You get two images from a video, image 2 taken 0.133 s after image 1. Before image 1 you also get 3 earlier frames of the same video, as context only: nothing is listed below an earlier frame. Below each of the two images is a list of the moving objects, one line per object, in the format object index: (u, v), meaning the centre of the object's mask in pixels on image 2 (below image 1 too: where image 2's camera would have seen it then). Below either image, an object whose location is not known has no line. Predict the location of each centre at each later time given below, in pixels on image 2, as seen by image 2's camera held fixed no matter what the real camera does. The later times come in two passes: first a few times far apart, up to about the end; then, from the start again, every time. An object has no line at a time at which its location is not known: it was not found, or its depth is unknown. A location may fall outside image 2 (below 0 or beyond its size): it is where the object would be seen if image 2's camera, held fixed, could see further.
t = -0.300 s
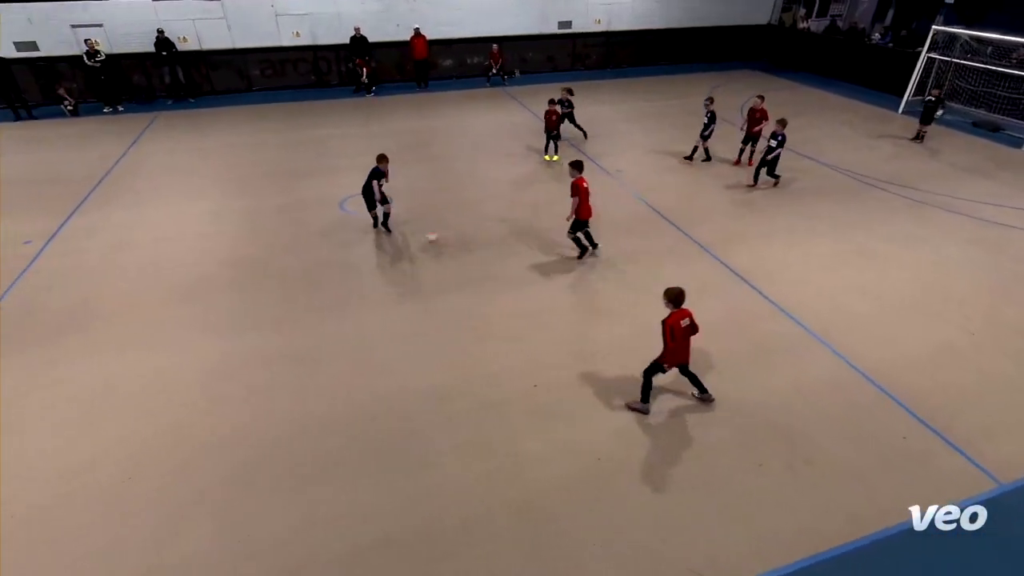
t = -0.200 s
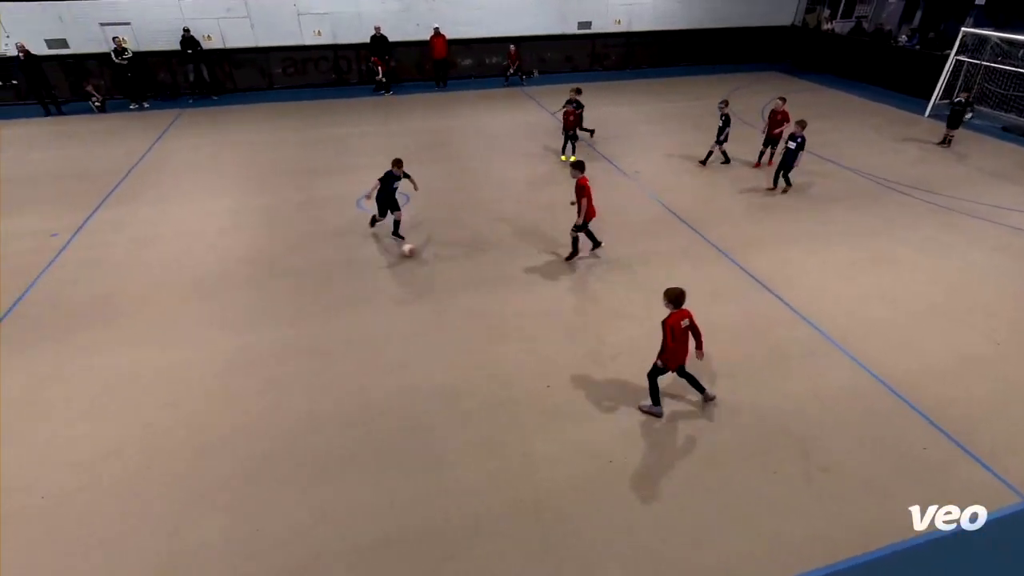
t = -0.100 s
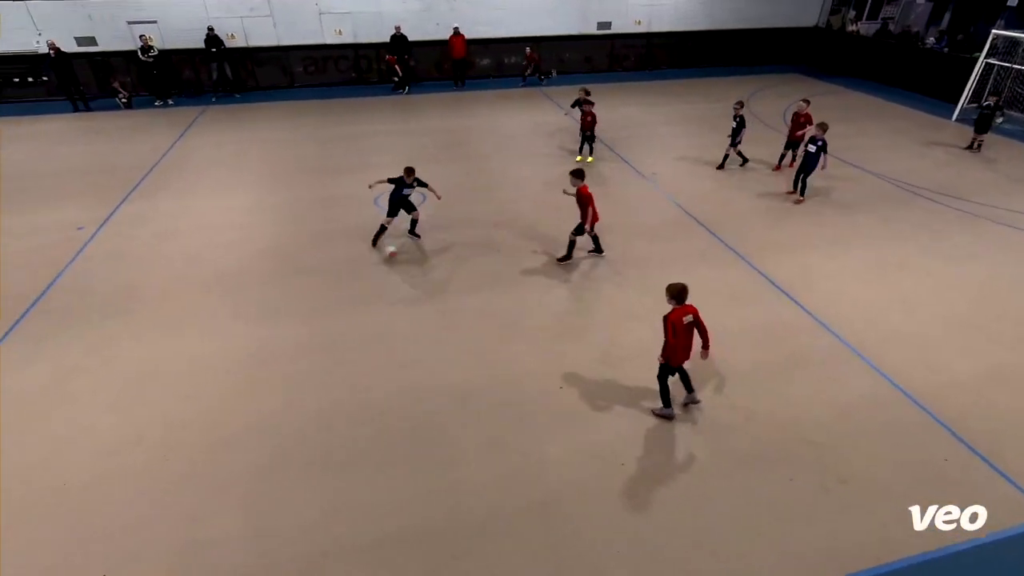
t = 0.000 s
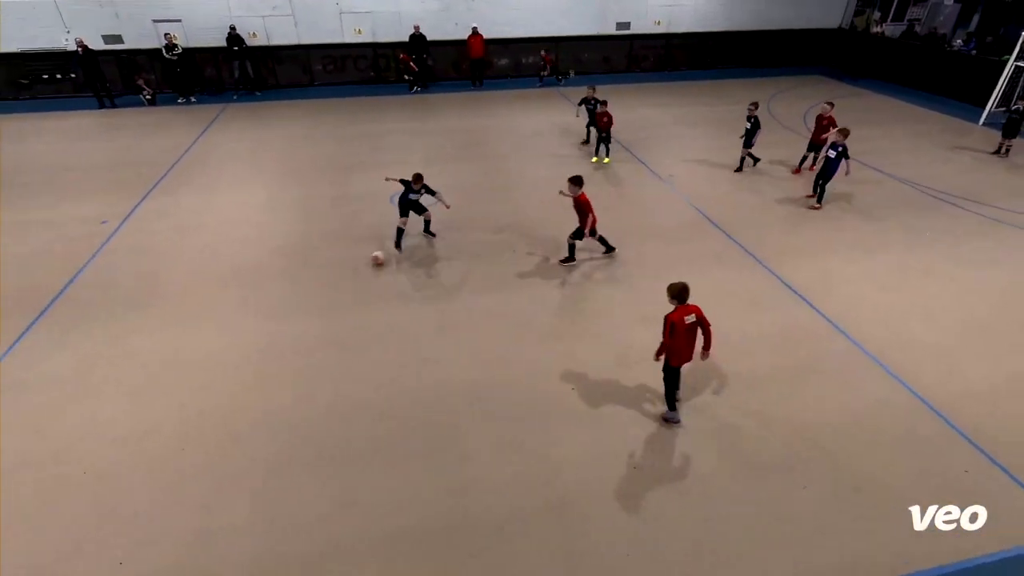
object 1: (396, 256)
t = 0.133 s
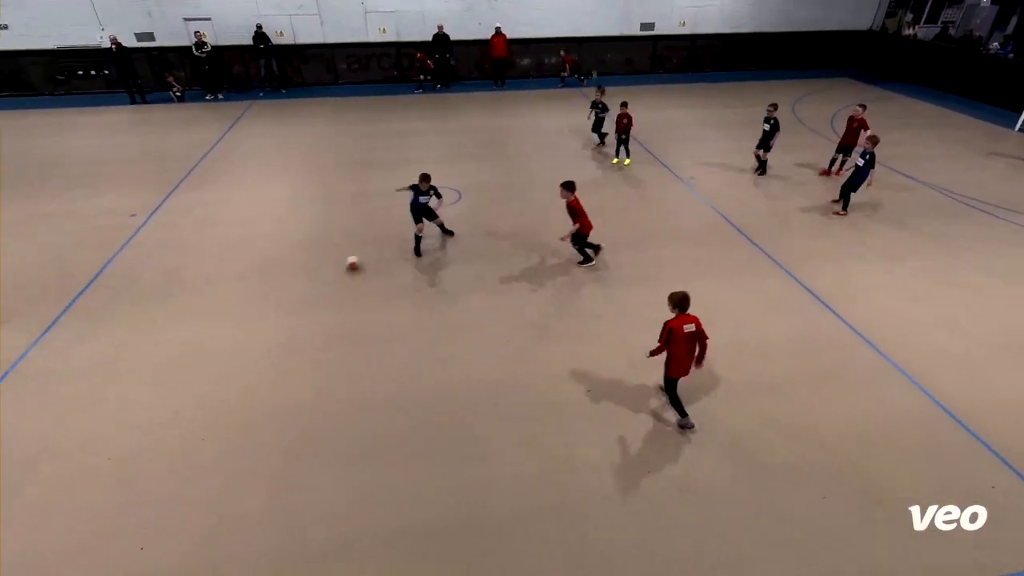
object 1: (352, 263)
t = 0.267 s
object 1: (307, 270)
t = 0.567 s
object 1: (200, 288)
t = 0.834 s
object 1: (99, 304)
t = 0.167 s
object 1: (340, 265)
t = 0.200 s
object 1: (329, 267)
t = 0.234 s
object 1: (318, 268)
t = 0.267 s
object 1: (307, 270)
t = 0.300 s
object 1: (296, 273)
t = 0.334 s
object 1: (283, 274)
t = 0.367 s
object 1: (272, 276)
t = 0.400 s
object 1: (261, 279)
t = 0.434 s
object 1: (248, 279)
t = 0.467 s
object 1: (237, 281)
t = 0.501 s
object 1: (225, 284)
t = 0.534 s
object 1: (213, 286)
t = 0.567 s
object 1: (200, 288)
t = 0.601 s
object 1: (188, 289)
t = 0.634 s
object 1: (175, 292)
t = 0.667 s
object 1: (162, 294)
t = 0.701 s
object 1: (149, 295)
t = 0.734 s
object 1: (138, 297)
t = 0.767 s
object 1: (124, 299)
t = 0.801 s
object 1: (111, 302)
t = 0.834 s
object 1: (99, 304)
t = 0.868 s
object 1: (85, 306)
